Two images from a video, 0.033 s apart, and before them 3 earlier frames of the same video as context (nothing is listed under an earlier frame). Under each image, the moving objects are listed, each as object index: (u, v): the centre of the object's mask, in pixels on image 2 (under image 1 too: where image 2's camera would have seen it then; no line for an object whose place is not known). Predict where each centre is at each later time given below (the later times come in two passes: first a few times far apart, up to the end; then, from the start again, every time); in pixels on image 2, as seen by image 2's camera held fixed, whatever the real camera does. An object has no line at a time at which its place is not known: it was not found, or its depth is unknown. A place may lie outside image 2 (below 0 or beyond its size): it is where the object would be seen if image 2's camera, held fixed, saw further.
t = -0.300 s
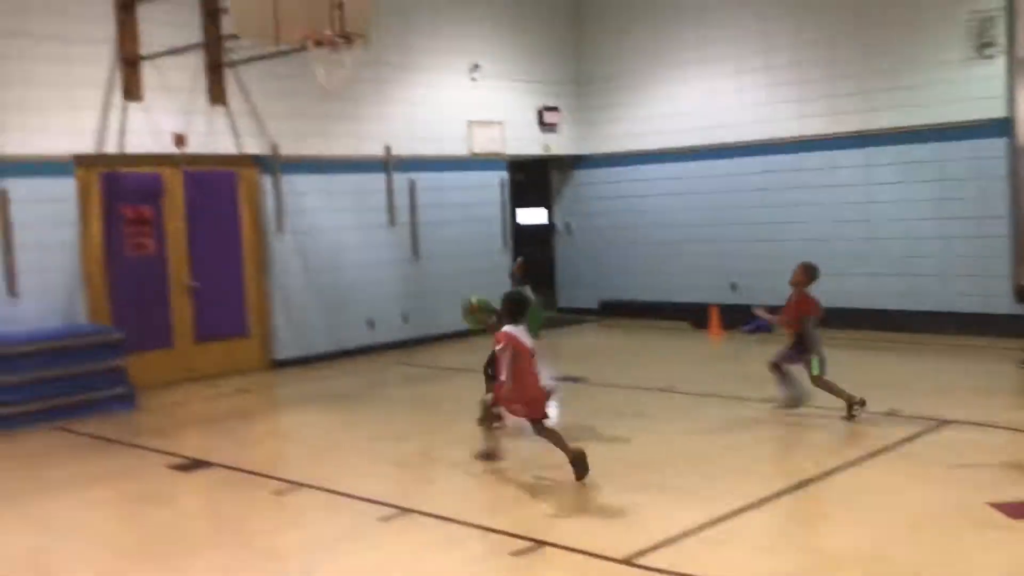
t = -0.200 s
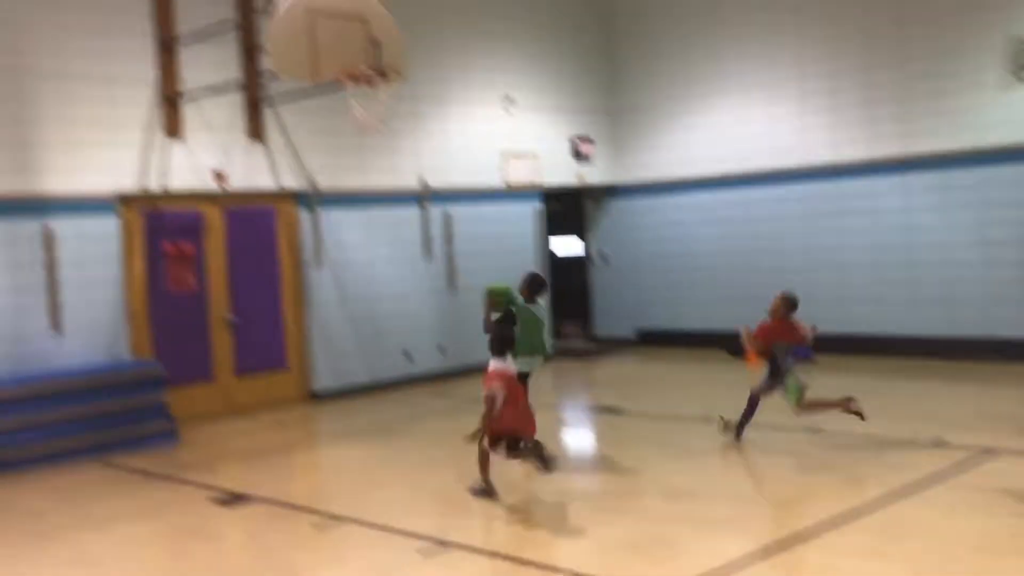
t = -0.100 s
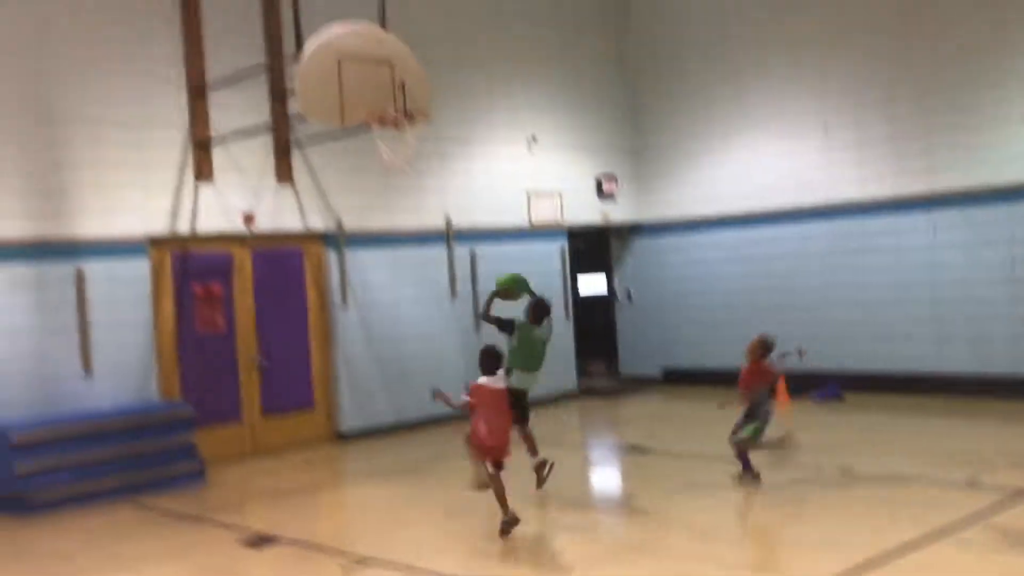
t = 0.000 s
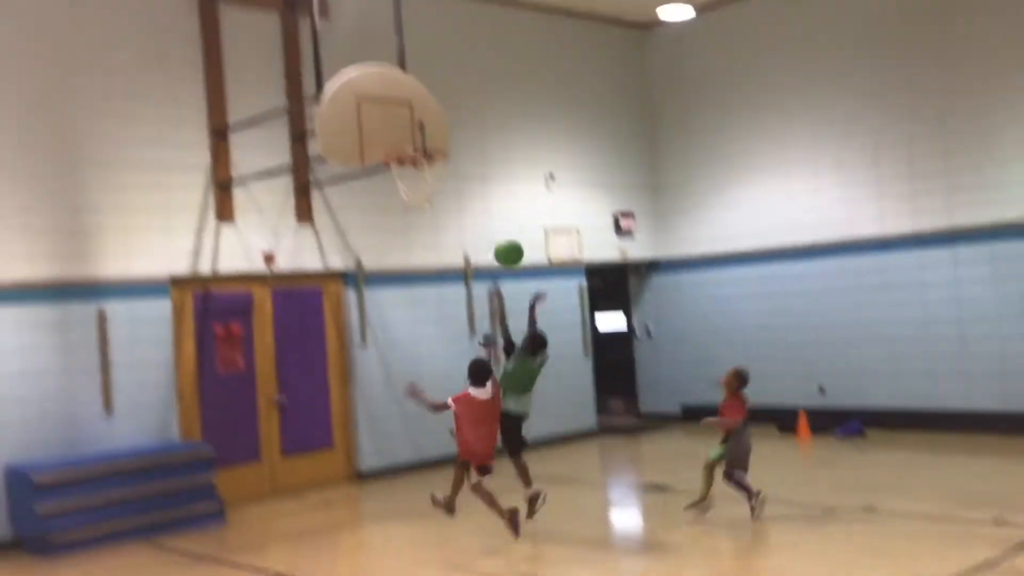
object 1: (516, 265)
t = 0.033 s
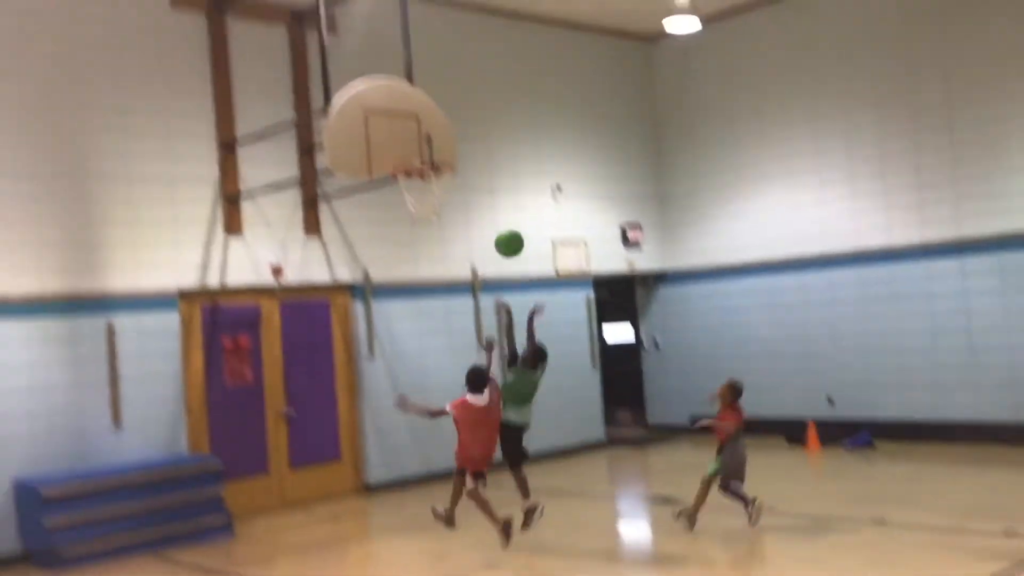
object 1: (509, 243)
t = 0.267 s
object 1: (465, 132)
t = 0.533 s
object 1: (424, 93)
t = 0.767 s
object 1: (398, 125)
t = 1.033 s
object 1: (432, 189)
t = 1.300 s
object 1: (448, 216)
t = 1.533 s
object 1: (465, 307)
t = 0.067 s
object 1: (502, 223)
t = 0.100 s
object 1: (496, 203)
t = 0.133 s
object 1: (489, 186)
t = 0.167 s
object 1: (483, 169)
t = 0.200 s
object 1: (476, 155)
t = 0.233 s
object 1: (471, 144)
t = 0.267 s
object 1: (465, 132)
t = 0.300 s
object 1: (459, 123)
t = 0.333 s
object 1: (453, 115)
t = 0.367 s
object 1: (448, 108)
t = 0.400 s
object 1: (443, 102)
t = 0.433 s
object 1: (438, 97)
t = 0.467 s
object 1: (433, 94)
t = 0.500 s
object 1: (428, 93)
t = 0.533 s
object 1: (424, 93)
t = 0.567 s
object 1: (419, 94)
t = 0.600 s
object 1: (415, 97)
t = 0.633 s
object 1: (411, 101)
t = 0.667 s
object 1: (407, 105)
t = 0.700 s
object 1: (403, 110)
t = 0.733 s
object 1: (399, 118)
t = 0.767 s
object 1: (398, 125)
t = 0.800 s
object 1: (402, 131)
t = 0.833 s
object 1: (406, 138)
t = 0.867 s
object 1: (410, 147)
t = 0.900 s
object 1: (415, 155)
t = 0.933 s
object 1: (419, 168)
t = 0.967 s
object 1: (424, 181)
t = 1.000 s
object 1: (429, 188)
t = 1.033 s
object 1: (432, 189)
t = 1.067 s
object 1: (434, 189)
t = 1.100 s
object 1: (436, 189)
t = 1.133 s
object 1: (439, 190)
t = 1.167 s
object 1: (440, 196)
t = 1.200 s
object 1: (442, 198)
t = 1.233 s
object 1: (444, 203)
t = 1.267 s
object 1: (446, 209)
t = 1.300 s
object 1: (448, 216)
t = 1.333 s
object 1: (450, 225)
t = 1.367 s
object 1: (452, 235)
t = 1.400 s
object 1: (455, 247)
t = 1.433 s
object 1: (458, 261)
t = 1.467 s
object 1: (461, 274)
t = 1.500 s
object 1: (464, 290)
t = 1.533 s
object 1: (465, 307)
